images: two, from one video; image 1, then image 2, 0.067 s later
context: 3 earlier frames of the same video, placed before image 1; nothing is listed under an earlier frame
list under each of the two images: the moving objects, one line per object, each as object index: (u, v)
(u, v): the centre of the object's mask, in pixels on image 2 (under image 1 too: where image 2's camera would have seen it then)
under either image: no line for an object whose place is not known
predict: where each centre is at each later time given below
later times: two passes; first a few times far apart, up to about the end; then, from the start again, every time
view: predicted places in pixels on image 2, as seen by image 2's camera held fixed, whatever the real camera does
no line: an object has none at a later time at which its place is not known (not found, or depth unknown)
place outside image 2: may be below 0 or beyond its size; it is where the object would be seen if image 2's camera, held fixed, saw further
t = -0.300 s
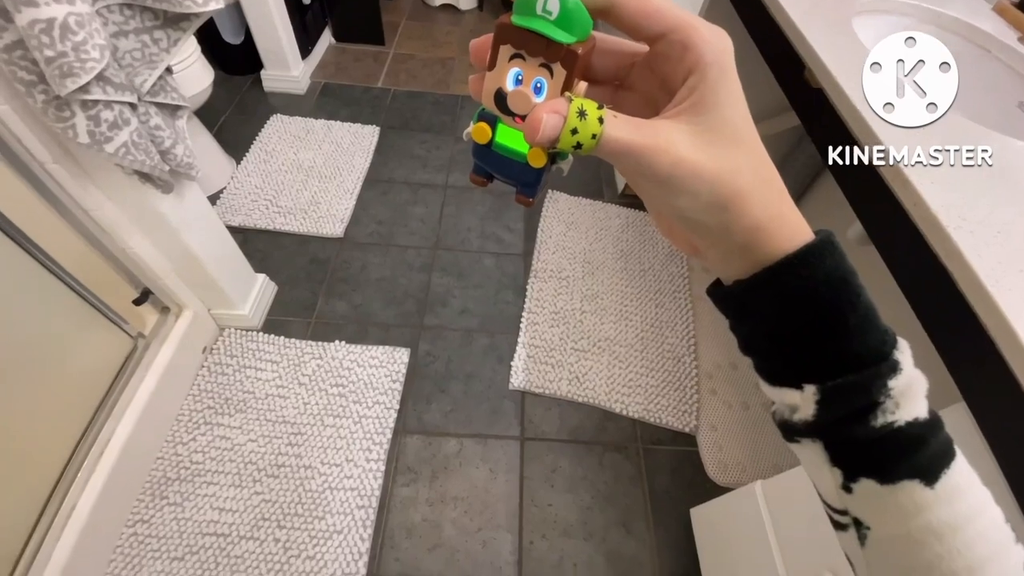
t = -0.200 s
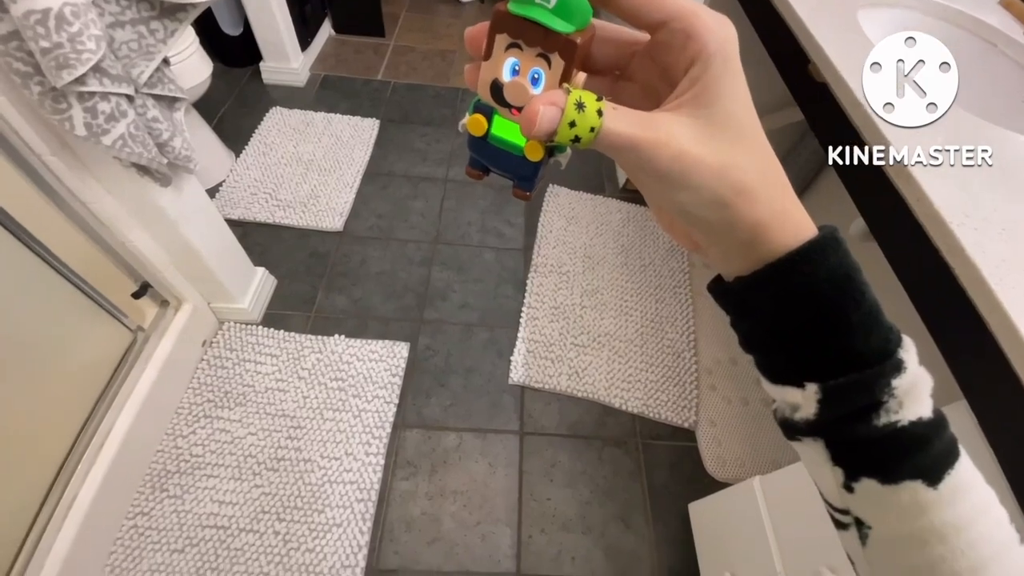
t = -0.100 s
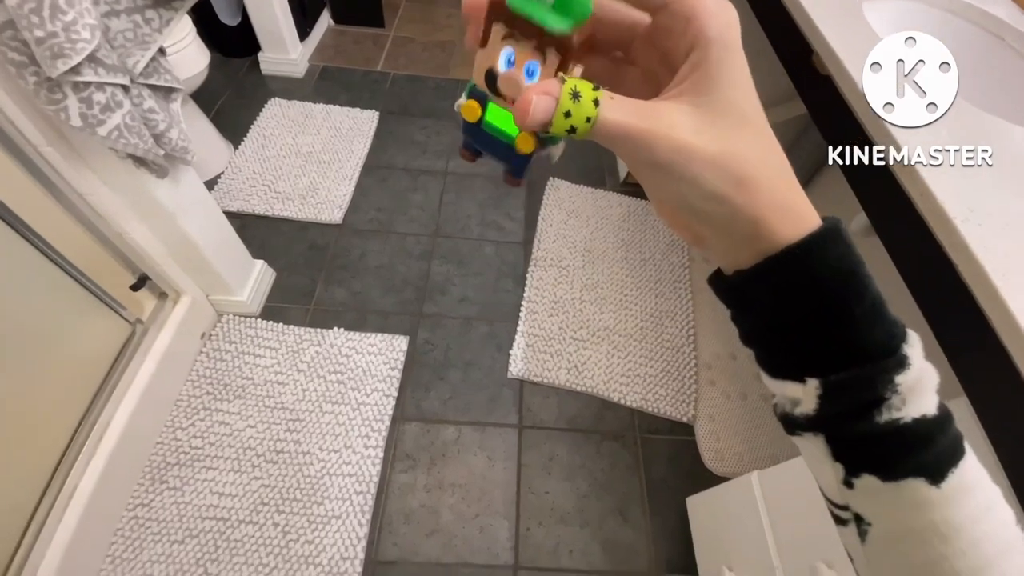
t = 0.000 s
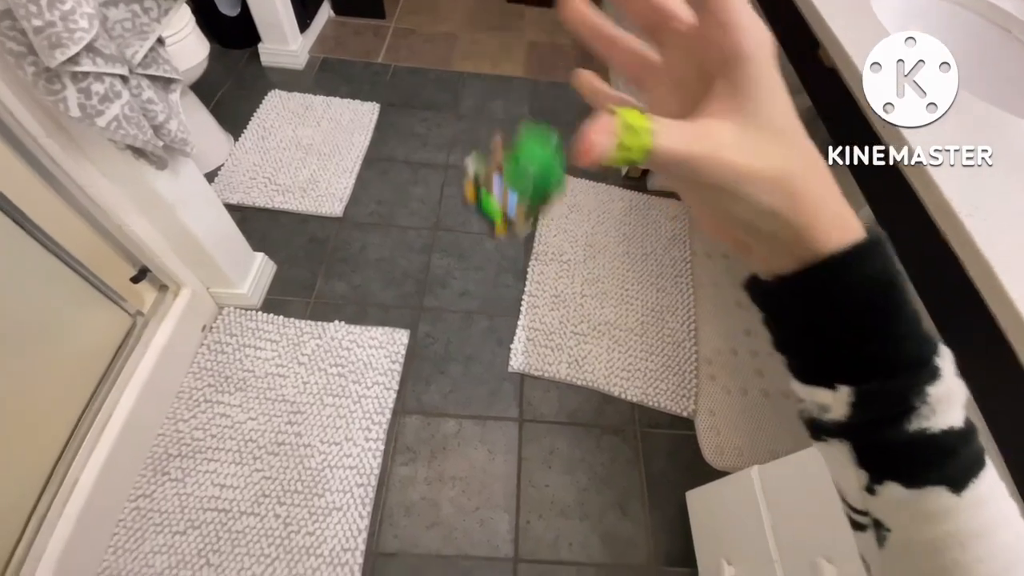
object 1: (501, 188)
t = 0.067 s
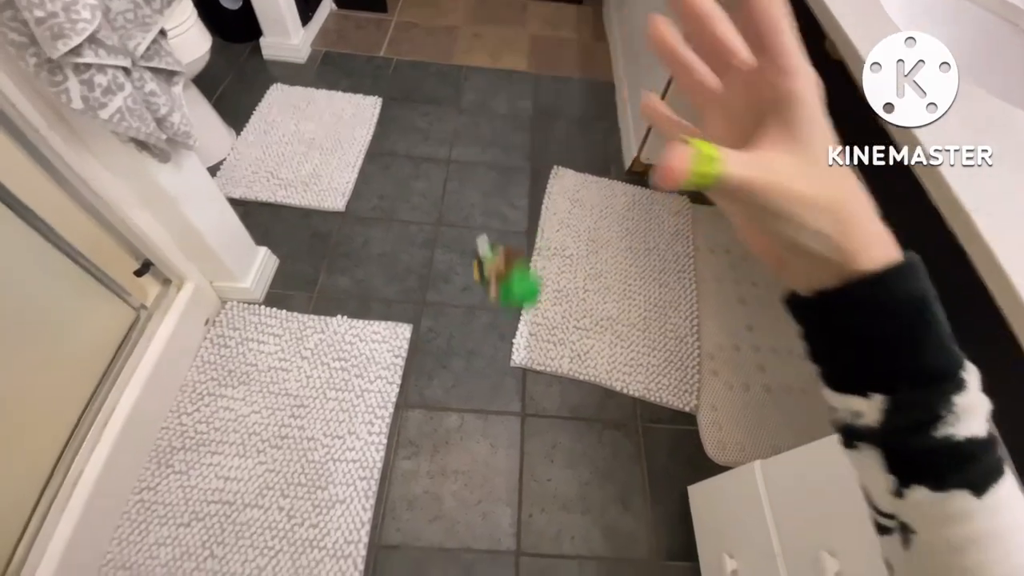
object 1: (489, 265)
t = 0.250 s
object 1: (483, 428)
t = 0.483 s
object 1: (468, 397)
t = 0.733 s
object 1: (447, 354)
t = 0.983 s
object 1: (428, 323)
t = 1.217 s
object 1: (413, 294)
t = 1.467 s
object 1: (407, 285)
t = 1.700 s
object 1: (407, 284)
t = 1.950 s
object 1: (406, 284)
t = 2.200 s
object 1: (406, 284)
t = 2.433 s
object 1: (406, 284)
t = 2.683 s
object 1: (406, 285)
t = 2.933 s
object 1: (406, 285)
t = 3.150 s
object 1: (406, 284)
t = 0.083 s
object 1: (489, 285)
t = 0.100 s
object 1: (489, 302)
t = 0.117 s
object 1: (489, 321)
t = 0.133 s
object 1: (490, 339)
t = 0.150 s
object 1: (488, 352)
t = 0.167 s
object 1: (488, 366)
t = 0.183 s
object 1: (487, 381)
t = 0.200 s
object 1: (486, 393)
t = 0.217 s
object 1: (486, 405)
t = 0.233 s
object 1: (485, 418)
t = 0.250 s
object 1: (483, 428)
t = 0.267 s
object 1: (482, 434)
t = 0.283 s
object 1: (481, 442)
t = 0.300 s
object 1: (480, 448)
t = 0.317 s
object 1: (479, 454)
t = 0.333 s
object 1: (478, 458)
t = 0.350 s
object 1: (476, 454)
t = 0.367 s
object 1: (476, 444)
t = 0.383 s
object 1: (475, 436)
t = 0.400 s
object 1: (475, 429)
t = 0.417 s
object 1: (473, 422)
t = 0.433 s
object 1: (473, 416)
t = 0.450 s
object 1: (471, 408)
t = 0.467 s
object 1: (469, 401)
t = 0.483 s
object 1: (468, 397)
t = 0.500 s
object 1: (467, 389)
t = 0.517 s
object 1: (465, 383)
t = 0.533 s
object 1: (464, 377)
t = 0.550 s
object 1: (462, 372)
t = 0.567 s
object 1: (460, 366)
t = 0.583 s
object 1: (458, 362)
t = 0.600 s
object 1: (456, 359)
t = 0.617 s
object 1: (455, 357)
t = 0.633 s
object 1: (453, 354)
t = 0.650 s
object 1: (452, 353)
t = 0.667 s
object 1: (451, 352)
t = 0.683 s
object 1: (450, 353)
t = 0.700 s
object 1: (449, 352)
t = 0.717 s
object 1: (448, 353)
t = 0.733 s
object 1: (447, 354)
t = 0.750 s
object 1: (446, 355)
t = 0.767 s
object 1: (444, 356)
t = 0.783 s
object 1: (443, 359)
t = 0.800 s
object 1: (442, 358)
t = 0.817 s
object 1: (441, 355)
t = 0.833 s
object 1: (440, 351)
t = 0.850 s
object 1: (439, 347)
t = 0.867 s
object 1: (437, 344)
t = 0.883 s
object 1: (436, 340)
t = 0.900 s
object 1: (435, 337)
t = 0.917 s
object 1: (433, 334)
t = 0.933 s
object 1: (432, 332)
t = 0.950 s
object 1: (431, 329)
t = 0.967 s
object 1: (430, 326)
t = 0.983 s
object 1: (428, 323)
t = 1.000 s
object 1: (427, 321)
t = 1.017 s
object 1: (426, 318)
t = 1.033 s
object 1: (424, 315)
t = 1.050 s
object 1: (423, 314)
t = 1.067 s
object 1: (422, 311)
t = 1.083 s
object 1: (421, 308)
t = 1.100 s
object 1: (419, 307)
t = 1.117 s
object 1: (418, 305)
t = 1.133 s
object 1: (417, 303)
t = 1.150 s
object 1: (416, 301)
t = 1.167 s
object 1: (415, 299)
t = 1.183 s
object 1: (414, 298)
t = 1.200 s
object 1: (414, 296)
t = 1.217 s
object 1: (413, 294)
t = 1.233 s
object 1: (412, 293)
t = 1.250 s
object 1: (411, 292)
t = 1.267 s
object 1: (411, 290)
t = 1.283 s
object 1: (410, 289)
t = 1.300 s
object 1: (409, 289)
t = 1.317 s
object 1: (409, 288)
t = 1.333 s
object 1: (408, 287)
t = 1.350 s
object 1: (408, 286)
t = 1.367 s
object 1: (408, 286)
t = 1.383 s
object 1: (408, 285)
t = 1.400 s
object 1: (407, 285)
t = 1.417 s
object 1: (407, 285)
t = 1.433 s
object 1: (407, 285)
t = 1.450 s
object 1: (407, 285)
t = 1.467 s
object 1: (407, 285)
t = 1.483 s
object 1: (407, 285)
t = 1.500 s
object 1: (407, 284)
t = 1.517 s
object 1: (407, 284)
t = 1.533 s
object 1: (407, 284)
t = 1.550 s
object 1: (407, 285)
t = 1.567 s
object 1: (407, 285)
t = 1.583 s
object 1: (407, 285)
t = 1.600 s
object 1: (407, 285)
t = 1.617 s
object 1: (407, 284)
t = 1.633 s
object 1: (407, 285)
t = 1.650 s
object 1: (407, 284)
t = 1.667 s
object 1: (407, 284)
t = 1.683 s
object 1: (407, 284)
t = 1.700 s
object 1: (407, 284)
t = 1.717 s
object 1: (407, 284)
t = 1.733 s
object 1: (407, 285)
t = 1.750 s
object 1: (407, 284)
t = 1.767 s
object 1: (407, 284)
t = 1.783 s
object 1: (407, 284)
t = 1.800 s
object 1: (406, 285)
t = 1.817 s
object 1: (407, 284)
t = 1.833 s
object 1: (407, 284)
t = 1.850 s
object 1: (406, 284)
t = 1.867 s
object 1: (407, 284)
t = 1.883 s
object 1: (406, 284)
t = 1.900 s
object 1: (406, 284)
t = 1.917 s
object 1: (406, 284)
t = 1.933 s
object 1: (407, 284)
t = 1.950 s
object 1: (406, 284)
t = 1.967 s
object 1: (406, 284)
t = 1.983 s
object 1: (406, 284)
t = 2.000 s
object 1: (406, 284)
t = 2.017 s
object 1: (406, 284)
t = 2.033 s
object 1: (406, 284)
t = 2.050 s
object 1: (406, 284)
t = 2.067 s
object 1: (406, 284)
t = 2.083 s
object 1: (406, 284)
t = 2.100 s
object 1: (406, 284)
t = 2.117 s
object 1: (406, 284)
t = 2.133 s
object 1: (406, 285)
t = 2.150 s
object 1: (406, 284)
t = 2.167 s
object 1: (406, 284)
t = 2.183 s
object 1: (406, 284)
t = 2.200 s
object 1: (406, 284)
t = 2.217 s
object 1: (406, 284)
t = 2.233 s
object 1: (406, 284)
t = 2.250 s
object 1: (406, 284)
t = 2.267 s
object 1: (406, 284)
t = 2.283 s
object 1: (406, 284)
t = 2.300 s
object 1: (406, 284)
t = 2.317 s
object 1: (406, 284)
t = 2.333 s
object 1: (406, 285)
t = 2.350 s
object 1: (406, 284)
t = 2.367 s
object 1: (406, 284)
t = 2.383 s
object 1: (406, 284)
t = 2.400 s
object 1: (406, 284)
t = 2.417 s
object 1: (406, 284)
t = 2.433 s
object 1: (406, 284)
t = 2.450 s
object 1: (406, 284)
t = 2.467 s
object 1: (406, 285)
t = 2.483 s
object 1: (406, 284)
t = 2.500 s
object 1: (406, 285)
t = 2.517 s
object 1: (406, 284)
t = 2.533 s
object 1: (406, 285)
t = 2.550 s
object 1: (406, 284)
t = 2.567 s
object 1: (406, 285)
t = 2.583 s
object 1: (406, 284)
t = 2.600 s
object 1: (406, 285)
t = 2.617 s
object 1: (406, 285)
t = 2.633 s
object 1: (406, 285)
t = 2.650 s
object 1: (406, 285)
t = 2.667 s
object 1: (406, 285)
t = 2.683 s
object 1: (406, 285)
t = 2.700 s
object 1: (406, 285)
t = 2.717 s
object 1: (406, 285)
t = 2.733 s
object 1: (406, 285)
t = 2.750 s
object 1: (406, 285)
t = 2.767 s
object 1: (406, 285)
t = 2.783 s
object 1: (406, 285)
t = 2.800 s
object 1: (406, 285)
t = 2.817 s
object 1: (406, 285)
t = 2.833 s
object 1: (406, 285)
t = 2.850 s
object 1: (406, 285)
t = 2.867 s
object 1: (406, 285)
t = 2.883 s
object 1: (406, 285)
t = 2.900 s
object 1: (406, 285)
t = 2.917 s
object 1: (406, 285)
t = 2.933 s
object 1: (406, 285)
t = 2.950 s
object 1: (406, 285)
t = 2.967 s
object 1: (406, 285)
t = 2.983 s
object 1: (406, 285)
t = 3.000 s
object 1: (406, 285)
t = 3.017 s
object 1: (406, 285)
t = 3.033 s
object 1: (406, 285)
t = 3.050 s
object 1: (406, 285)
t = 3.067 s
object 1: (406, 284)
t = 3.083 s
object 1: (406, 284)
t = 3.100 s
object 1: (406, 284)
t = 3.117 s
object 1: (406, 285)
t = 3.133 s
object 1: (406, 285)
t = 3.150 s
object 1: (406, 284)
